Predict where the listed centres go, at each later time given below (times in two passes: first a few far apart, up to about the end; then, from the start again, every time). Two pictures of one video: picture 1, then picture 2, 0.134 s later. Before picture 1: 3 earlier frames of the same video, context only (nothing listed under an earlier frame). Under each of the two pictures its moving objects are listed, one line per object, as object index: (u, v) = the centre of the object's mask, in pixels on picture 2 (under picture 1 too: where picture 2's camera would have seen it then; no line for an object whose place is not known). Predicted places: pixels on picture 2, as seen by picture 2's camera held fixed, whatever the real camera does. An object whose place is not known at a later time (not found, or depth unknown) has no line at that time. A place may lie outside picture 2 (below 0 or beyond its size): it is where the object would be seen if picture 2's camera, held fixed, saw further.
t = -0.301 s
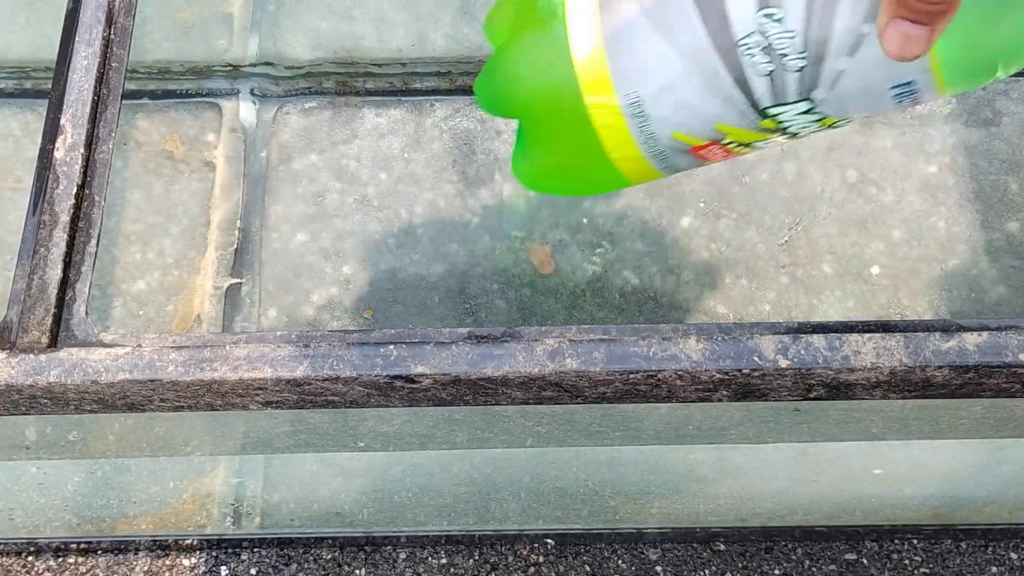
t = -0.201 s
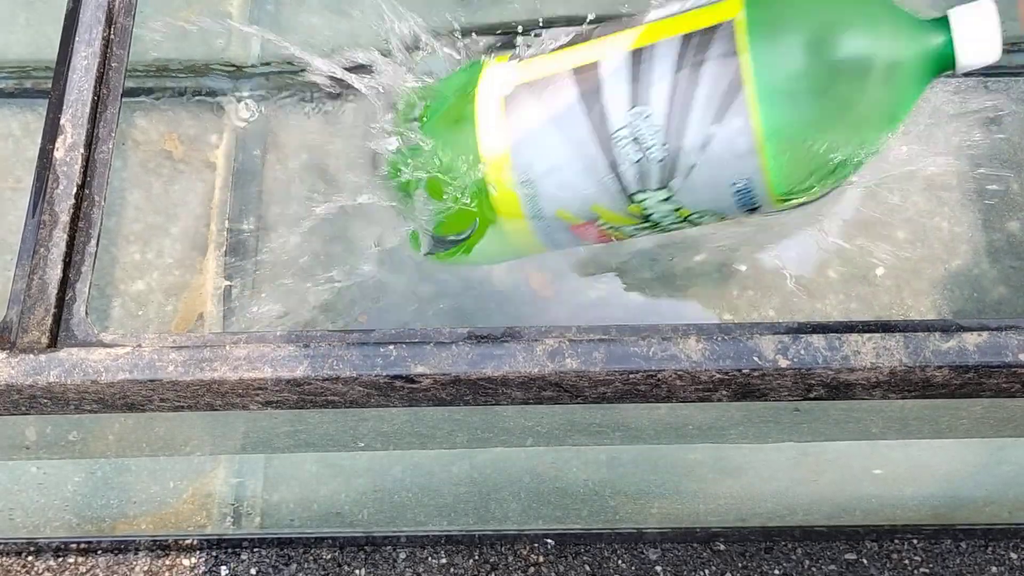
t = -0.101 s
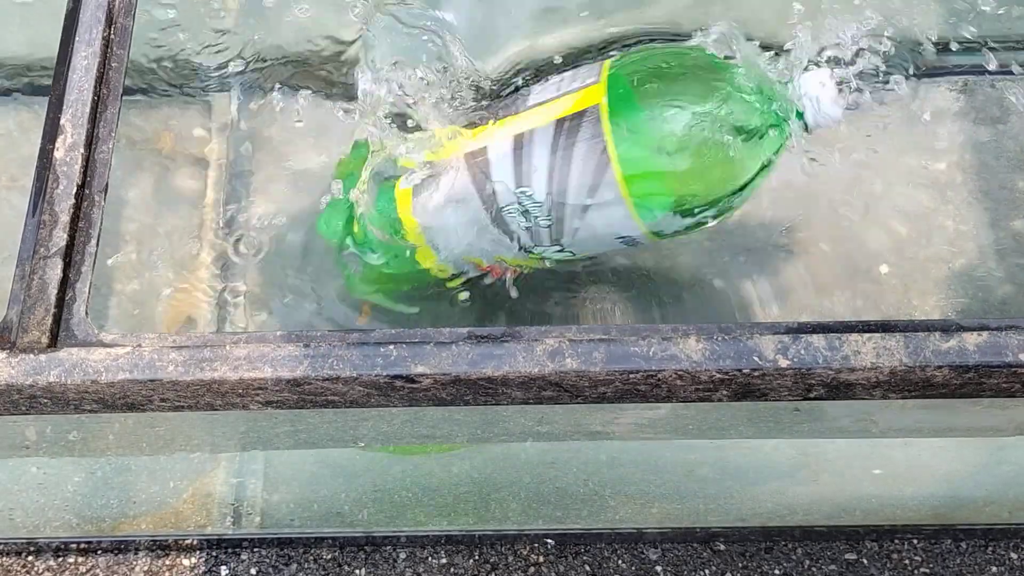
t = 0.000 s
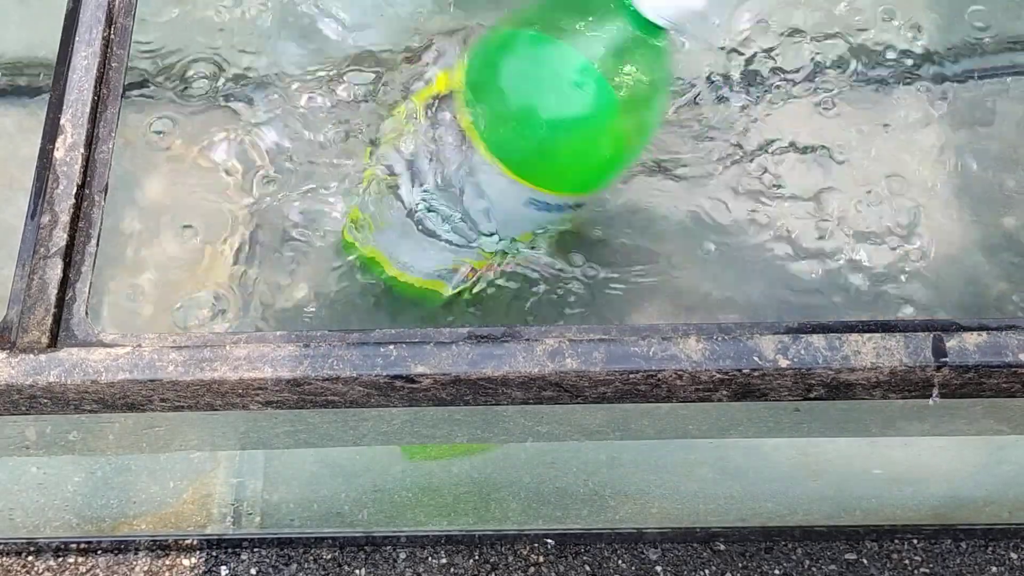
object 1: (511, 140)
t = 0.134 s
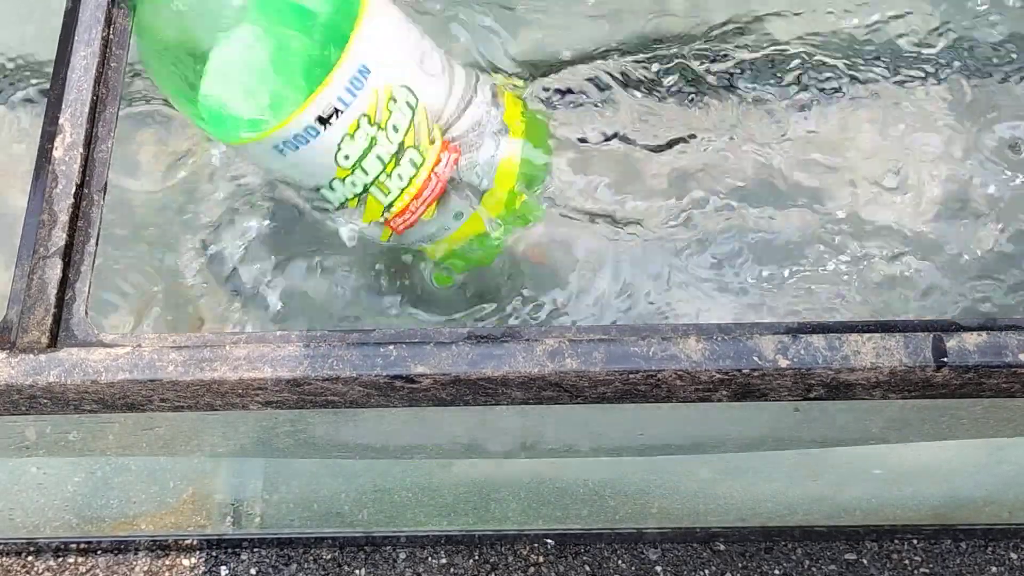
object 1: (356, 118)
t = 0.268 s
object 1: (432, 108)
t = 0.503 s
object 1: (503, 108)
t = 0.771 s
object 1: (485, 89)
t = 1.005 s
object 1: (489, 91)
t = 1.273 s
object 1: (481, 88)
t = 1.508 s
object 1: (435, 93)
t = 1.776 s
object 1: (443, 95)
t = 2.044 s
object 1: (465, 92)
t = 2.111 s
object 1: (468, 96)
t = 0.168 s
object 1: (394, 117)
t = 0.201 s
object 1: (418, 115)
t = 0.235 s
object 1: (429, 112)
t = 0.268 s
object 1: (432, 108)
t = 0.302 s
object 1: (437, 105)
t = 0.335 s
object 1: (445, 101)
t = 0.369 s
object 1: (459, 99)
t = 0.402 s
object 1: (480, 99)
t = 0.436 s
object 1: (494, 101)
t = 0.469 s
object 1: (498, 106)
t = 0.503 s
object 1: (503, 108)
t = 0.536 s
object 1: (503, 110)
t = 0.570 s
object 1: (500, 108)
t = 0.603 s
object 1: (490, 104)
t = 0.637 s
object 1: (481, 100)
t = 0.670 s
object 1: (477, 96)
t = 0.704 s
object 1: (475, 93)
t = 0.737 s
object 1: (478, 91)
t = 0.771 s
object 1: (485, 89)
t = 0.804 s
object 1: (494, 90)
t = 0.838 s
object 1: (502, 91)
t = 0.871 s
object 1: (505, 93)
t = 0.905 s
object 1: (503, 94)
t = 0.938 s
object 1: (498, 93)
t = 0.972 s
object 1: (492, 92)
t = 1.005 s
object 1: (489, 91)
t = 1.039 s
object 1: (488, 90)
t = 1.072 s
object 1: (487, 89)
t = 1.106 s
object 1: (487, 88)
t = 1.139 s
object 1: (487, 88)
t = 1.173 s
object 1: (489, 88)
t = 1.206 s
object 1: (489, 88)
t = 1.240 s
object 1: (487, 88)
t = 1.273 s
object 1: (481, 88)
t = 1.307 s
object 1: (474, 88)
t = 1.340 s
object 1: (463, 89)
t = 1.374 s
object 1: (452, 90)
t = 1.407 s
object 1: (442, 92)
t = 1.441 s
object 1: (431, 95)
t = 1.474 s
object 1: (433, 94)
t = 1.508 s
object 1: (435, 93)
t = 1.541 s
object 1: (438, 93)
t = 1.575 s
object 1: (440, 93)
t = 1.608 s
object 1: (442, 93)
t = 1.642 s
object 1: (444, 93)
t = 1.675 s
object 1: (445, 93)
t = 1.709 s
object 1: (444, 94)
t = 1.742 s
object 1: (442, 94)
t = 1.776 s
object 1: (443, 95)
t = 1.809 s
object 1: (444, 95)
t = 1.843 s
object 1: (448, 95)
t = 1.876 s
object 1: (453, 95)
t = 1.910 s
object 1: (457, 94)
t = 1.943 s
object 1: (460, 92)
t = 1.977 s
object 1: (462, 91)
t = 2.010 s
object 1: (464, 91)
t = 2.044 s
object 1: (465, 92)
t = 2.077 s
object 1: (465, 93)
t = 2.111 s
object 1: (468, 96)
